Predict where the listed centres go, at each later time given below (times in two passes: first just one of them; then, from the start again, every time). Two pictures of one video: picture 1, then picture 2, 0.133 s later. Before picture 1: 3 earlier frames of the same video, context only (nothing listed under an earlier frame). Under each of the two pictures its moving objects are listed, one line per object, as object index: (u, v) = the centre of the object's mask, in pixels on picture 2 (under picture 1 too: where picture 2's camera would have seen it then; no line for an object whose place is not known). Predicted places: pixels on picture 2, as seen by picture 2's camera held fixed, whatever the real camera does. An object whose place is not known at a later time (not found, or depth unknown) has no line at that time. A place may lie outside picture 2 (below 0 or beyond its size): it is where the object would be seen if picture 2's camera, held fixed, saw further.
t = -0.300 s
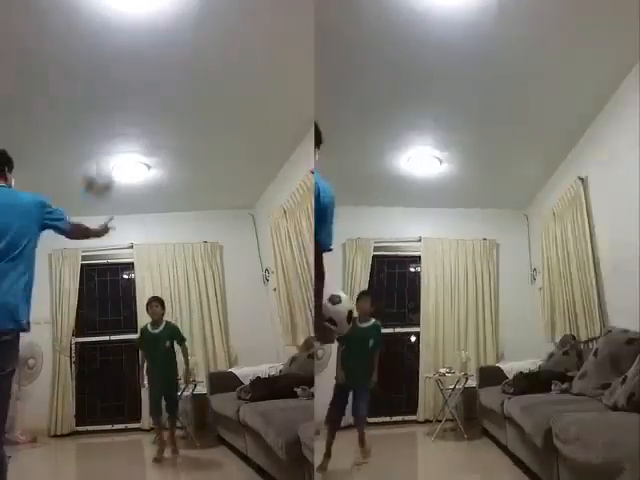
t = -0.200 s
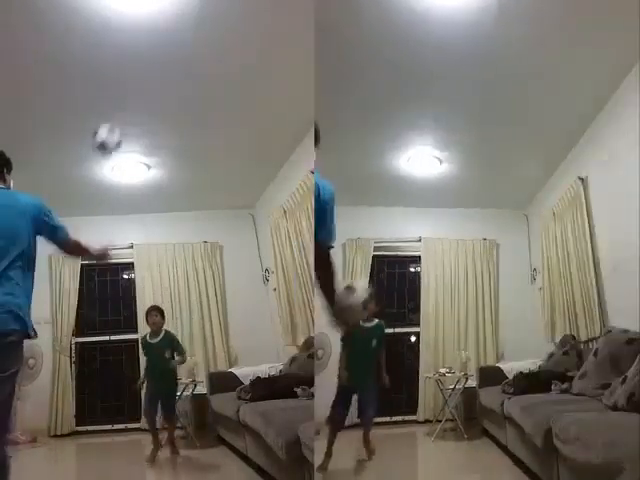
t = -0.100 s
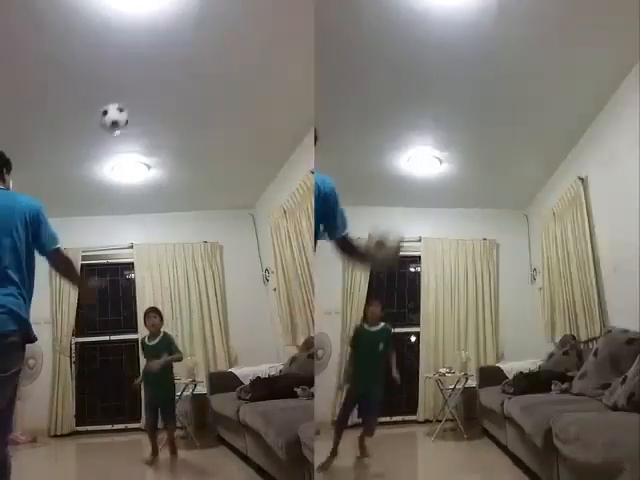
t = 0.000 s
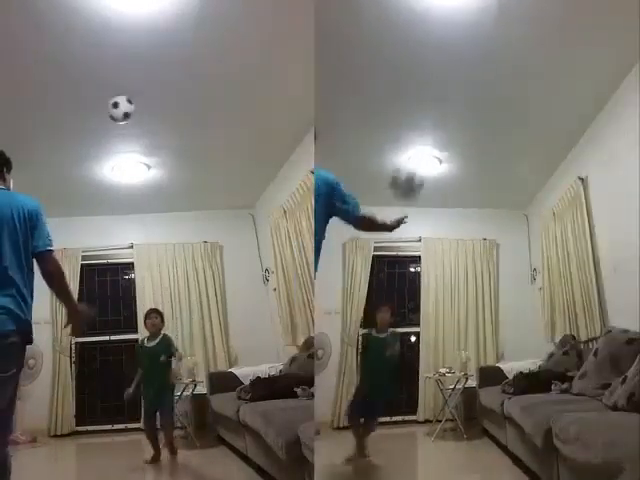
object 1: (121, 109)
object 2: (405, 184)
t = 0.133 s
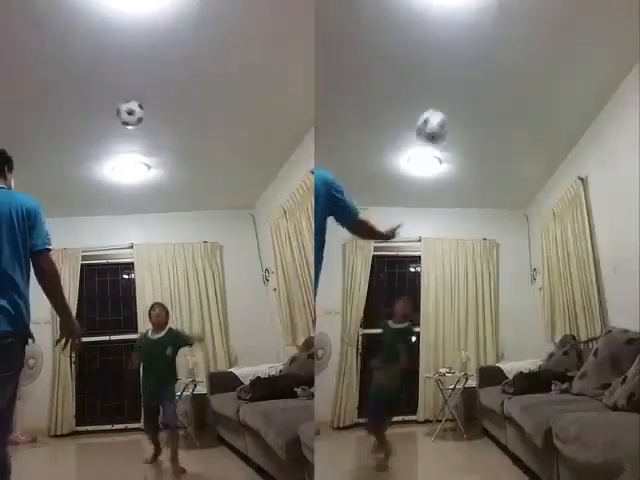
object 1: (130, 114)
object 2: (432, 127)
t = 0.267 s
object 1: (141, 135)
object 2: (452, 107)
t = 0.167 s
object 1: (133, 117)
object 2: (437, 119)
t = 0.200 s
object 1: (135, 122)
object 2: (442, 113)
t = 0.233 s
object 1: (137, 127)
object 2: (447, 109)
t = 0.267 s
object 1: (141, 135)
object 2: (452, 107)
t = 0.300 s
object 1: (142, 144)
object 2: (457, 105)
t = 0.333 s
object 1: (147, 155)
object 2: (462, 106)
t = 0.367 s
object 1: (150, 166)
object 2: (467, 107)
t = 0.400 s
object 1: (154, 181)
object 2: (471, 110)
